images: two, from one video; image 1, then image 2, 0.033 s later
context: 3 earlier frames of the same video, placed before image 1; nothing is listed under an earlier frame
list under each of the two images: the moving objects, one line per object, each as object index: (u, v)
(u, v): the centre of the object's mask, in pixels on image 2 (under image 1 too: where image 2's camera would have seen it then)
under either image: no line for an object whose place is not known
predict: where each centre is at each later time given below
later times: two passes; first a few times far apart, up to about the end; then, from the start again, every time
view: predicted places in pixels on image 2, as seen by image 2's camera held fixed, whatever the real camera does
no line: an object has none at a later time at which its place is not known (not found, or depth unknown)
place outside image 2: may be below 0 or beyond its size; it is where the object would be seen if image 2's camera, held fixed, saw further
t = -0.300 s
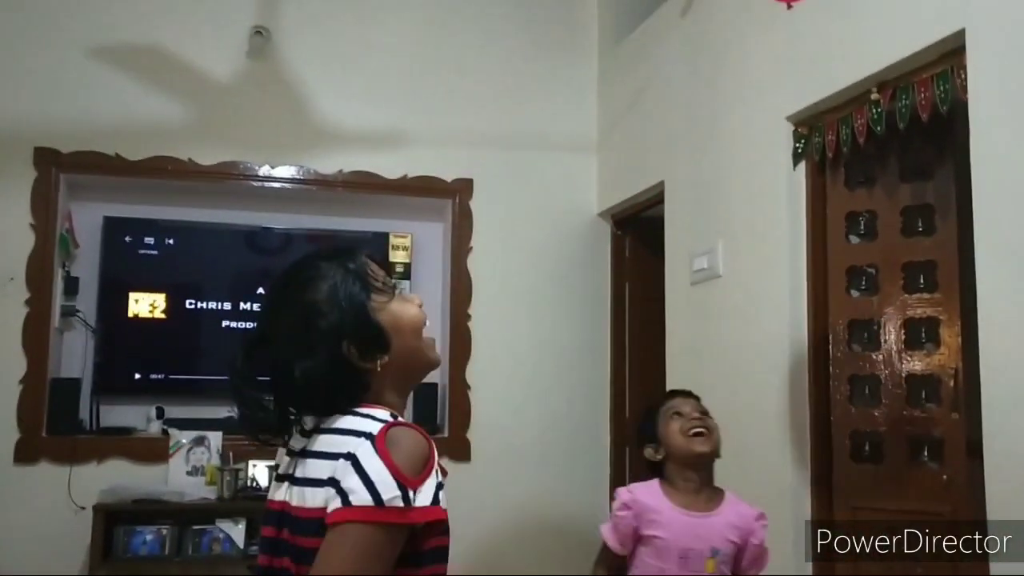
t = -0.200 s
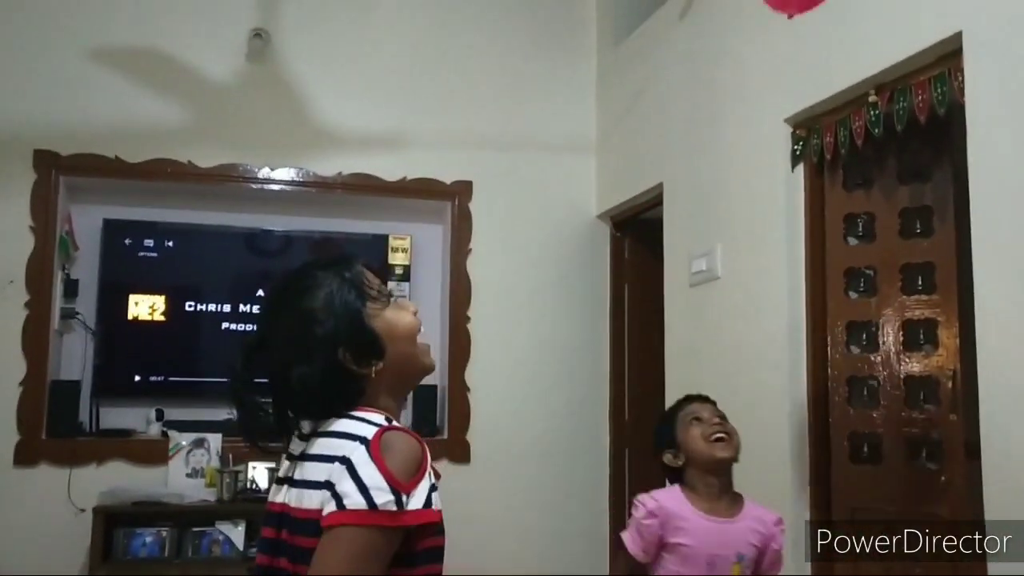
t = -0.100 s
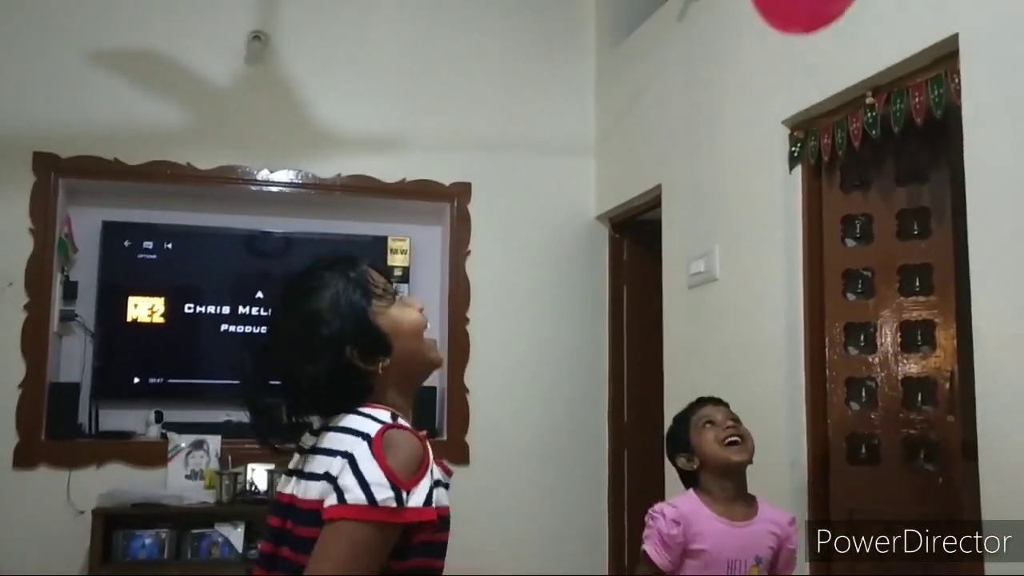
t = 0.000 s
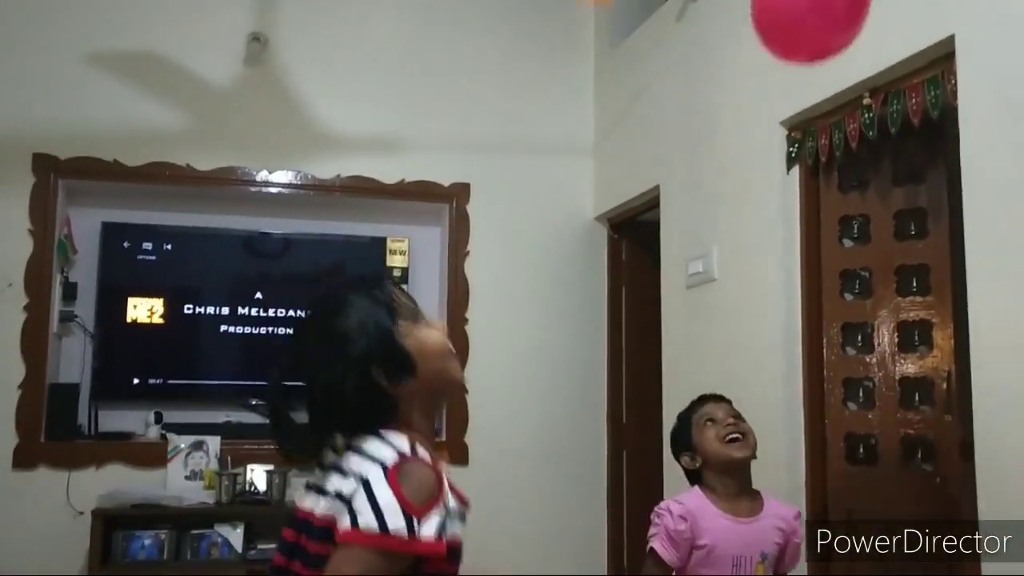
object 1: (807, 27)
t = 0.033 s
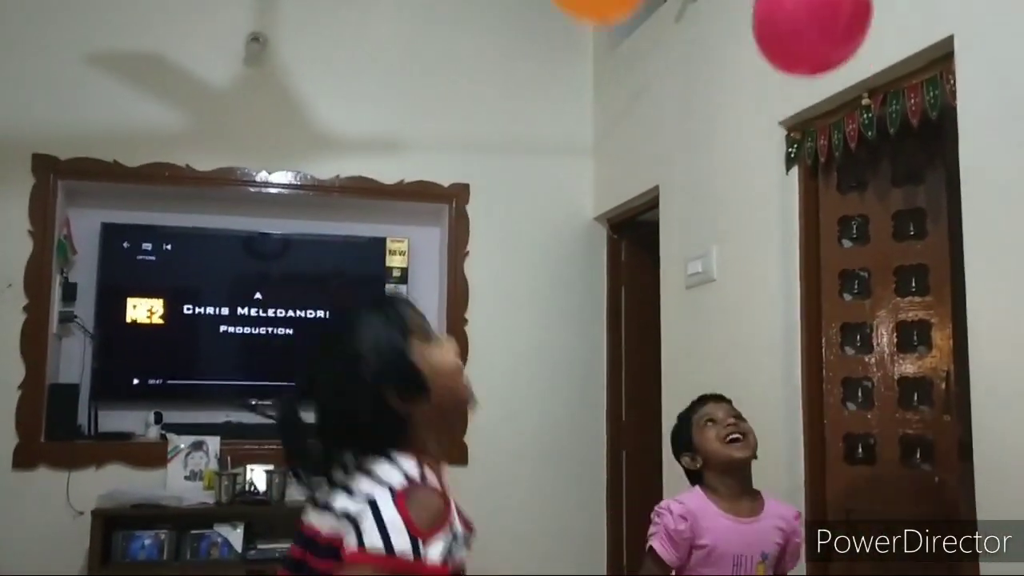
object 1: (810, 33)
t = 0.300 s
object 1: (828, 137)
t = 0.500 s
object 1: (830, 246)
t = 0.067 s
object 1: (813, 39)
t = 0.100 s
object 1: (816, 47)
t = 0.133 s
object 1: (819, 57)
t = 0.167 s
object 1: (821, 71)
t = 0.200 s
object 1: (823, 87)
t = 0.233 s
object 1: (825, 103)
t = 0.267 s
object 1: (827, 120)
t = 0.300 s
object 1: (828, 137)
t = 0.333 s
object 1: (830, 153)
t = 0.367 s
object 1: (830, 172)
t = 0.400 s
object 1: (830, 190)
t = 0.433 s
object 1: (830, 208)
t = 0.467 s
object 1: (831, 227)
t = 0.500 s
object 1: (830, 246)
